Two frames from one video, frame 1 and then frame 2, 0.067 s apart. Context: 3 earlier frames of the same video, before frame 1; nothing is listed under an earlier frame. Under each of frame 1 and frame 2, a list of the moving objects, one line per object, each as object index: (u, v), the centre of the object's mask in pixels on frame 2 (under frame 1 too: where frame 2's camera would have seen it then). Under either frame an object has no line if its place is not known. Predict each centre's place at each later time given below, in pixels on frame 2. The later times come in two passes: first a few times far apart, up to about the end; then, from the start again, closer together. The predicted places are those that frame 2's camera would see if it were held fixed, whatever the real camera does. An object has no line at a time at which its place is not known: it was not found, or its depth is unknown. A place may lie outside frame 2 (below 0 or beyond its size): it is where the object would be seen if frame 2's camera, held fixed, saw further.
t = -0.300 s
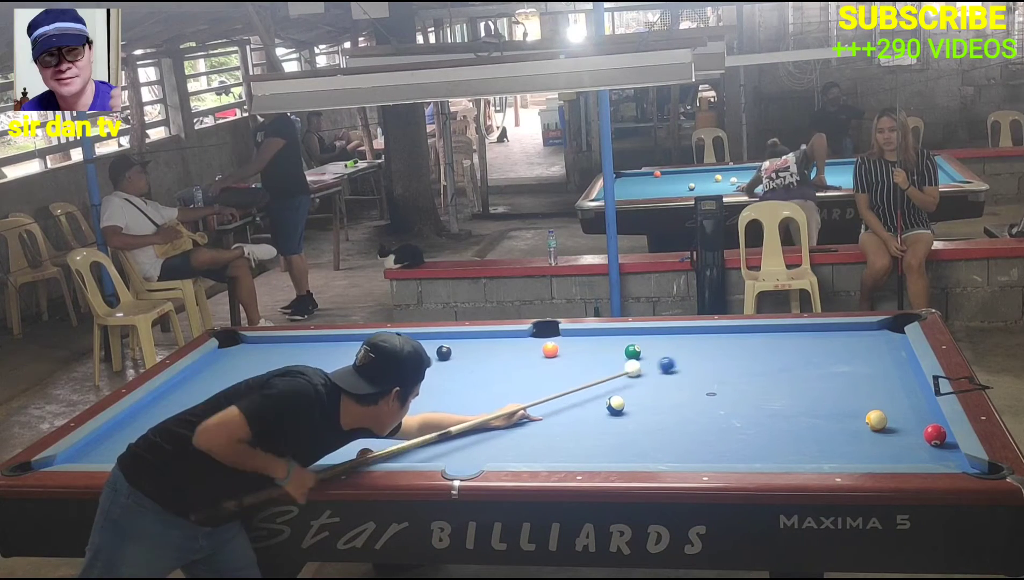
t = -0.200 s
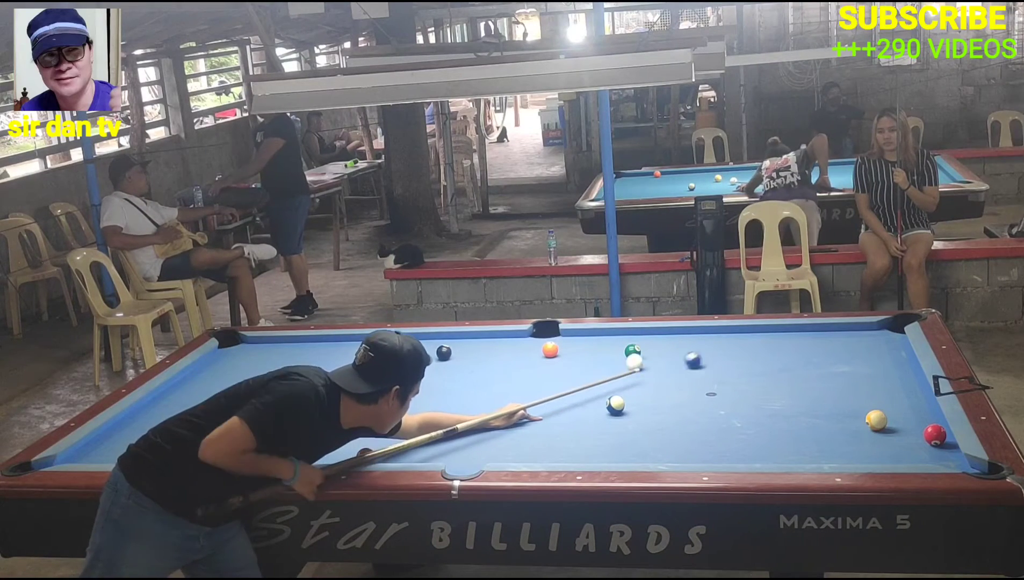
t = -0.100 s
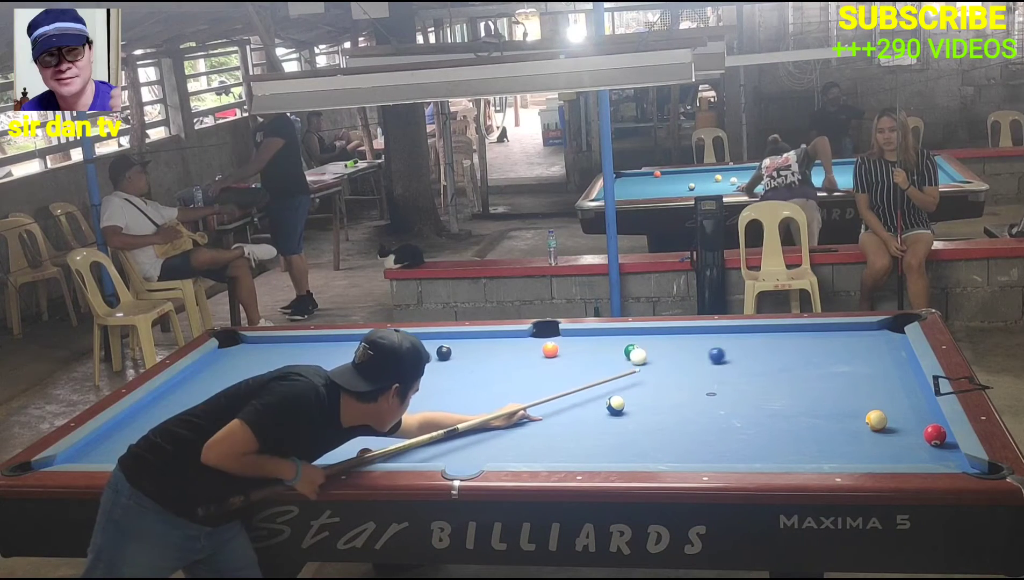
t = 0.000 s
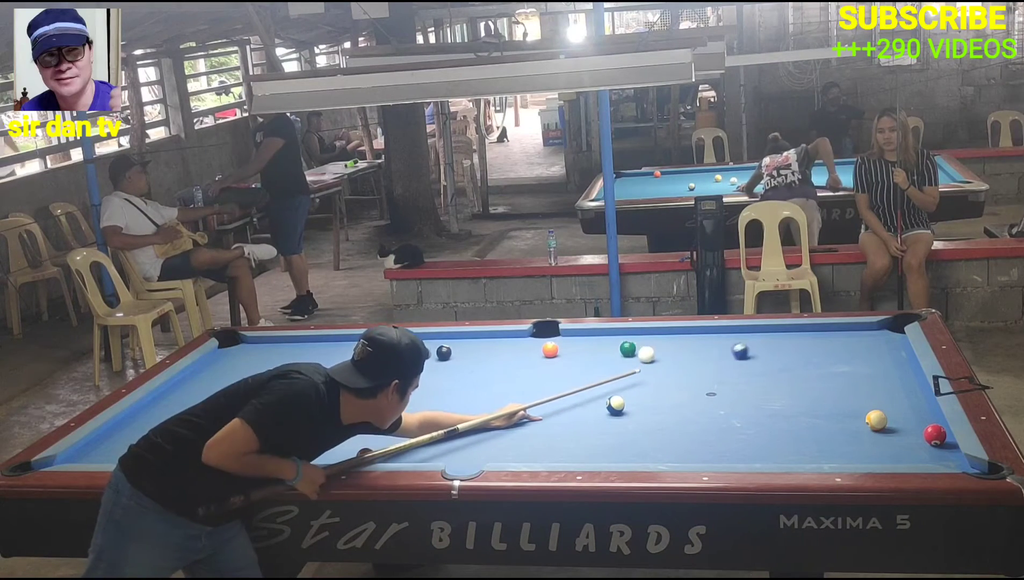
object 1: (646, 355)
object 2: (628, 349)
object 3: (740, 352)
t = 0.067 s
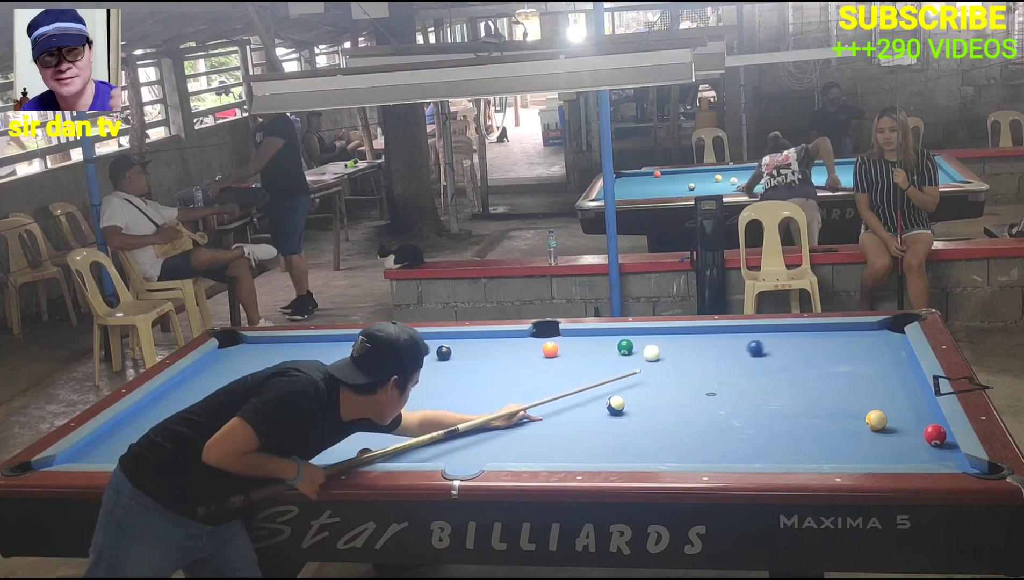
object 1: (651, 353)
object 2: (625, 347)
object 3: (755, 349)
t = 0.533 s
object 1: (684, 344)
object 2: (610, 336)
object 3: (856, 329)
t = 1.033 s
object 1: (713, 335)
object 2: (596, 337)
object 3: (879, 331)
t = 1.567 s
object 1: (740, 330)
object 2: (585, 342)
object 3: (844, 335)
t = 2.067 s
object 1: (771, 332)
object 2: (580, 345)
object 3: (817, 338)
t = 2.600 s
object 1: (798, 330)
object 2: (577, 347)
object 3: (796, 340)
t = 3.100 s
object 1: (816, 334)
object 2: (577, 347)
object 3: (781, 341)
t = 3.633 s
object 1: (828, 335)
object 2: (577, 347)
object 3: (774, 342)
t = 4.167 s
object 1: (833, 336)
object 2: (577, 348)
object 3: (773, 342)
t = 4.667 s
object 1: (833, 336)
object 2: (577, 348)
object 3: (773, 343)
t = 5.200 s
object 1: (833, 336)
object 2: (577, 348)
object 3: (773, 343)
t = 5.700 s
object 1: (833, 336)
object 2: (577, 348)
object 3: (773, 343)
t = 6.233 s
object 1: (833, 336)
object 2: (577, 348)
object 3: (773, 343)
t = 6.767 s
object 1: (833, 336)
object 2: (577, 348)
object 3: (773, 343)
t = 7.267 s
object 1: (833, 336)
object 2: (577, 348)
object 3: (773, 343)
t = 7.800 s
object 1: (833, 336)
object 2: (577, 348)
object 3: (773, 342)
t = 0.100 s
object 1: (654, 353)
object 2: (624, 346)
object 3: (763, 347)
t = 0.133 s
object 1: (656, 352)
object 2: (623, 345)
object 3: (770, 346)
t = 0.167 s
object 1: (659, 351)
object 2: (621, 344)
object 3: (778, 344)
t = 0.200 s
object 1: (661, 351)
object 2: (620, 344)
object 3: (785, 343)
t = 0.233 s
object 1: (663, 350)
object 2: (619, 342)
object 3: (793, 341)
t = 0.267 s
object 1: (666, 349)
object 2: (618, 342)
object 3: (800, 340)
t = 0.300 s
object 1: (668, 348)
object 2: (617, 341)
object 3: (807, 339)
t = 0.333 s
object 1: (670, 348)
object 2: (615, 341)
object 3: (813, 337)
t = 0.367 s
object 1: (673, 347)
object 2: (614, 340)
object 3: (821, 336)
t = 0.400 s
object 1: (675, 346)
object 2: (614, 339)
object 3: (828, 335)
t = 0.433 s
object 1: (677, 346)
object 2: (613, 338)
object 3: (835, 333)
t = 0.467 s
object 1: (679, 345)
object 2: (612, 337)
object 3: (842, 332)
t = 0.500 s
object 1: (682, 345)
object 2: (611, 336)
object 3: (848, 331)
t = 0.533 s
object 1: (684, 344)
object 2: (610, 336)
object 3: (856, 329)
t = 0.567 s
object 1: (686, 343)
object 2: (608, 335)
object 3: (862, 328)
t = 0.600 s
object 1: (688, 343)
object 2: (607, 334)
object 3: (869, 328)
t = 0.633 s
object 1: (690, 342)
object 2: (607, 334)
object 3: (873, 328)
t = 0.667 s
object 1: (692, 341)
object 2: (606, 333)
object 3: (876, 329)
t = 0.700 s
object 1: (694, 341)
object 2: (605, 333)
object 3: (882, 328)
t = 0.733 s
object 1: (696, 340)
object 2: (604, 333)
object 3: (886, 328)
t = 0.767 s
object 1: (698, 340)
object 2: (603, 334)
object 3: (890, 329)
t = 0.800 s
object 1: (700, 339)
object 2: (602, 334)
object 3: (893, 329)
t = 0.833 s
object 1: (702, 339)
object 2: (601, 335)
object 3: (895, 330)
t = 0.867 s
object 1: (704, 338)
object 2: (600, 335)
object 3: (892, 330)
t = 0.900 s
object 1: (706, 338)
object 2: (600, 335)
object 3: (889, 330)
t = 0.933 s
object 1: (708, 337)
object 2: (599, 335)
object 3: (887, 330)
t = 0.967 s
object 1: (710, 337)
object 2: (598, 336)
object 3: (885, 331)
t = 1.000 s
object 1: (712, 336)
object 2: (597, 336)
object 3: (882, 331)
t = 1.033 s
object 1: (713, 335)
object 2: (596, 337)
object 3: (879, 331)
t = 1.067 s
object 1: (715, 335)
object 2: (595, 337)
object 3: (877, 332)
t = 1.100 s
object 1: (717, 335)
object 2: (595, 338)
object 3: (875, 332)
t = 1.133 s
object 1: (719, 334)
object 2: (594, 338)
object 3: (873, 332)
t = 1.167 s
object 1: (720, 334)
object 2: (593, 339)
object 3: (870, 332)
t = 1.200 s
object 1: (722, 333)
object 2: (592, 339)
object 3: (867, 332)
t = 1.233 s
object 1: (724, 333)
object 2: (592, 339)
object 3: (865, 332)
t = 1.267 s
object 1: (726, 332)
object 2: (591, 339)
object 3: (863, 333)
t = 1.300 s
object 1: (727, 332)
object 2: (590, 339)
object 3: (860, 333)
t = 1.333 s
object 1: (729, 332)
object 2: (590, 340)
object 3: (858, 334)
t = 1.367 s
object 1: (730, 331)
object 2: (589, 340)
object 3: (856, 334)
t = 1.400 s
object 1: (732, 331)
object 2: (588, 341)
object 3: (854, 334)
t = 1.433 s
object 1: (733, 331)
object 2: (588, 341)
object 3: (852, 334)
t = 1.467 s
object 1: (735, 330)
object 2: (587, 341)
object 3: (850, 334)
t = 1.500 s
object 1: (736, 330)
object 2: (586, 341)
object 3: (848, 334)
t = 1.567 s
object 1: (740, 330)
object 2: (585, 342)
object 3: (844, 335)
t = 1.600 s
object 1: (743, 330)
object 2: (585, 342)
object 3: (842, 335)
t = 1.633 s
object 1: (745, 330)
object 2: (584, 342)
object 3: (840, 335)
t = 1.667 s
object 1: (747, 330)
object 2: (584, 342)
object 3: (838, 335)
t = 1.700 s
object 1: (749, 330)
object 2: (583, 343)
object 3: (836, 335)
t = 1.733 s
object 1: (751, 330)
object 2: (583, 343)
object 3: (833, 335)
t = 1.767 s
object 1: (753, 331)
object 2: (582, 343)
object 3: (832, 336)
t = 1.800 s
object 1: (756, 331)
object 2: (582, 343)
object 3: (830, 336)
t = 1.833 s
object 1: (758, 331)
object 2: (582, 344)
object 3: (828, 336)
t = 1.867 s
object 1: (760, 331)
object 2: (581, 344)
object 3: (826, 337)
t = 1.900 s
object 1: (762, 331)
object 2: (581, 344)
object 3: (825, 337)
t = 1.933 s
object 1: (764, 331)
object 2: (581, 344)
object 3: (823, 337)
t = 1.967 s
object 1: (766, 331)
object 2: (580, 345)
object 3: (822, 337)
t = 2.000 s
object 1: (767, 331)
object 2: (580, 345)
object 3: (820, 337)
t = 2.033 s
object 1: (769, 331)
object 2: (580, 345)
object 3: (818, 337)
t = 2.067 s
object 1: (771, 332)
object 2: (580, 345)
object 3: (817, 338)
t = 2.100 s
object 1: (773, 332)
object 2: (579, 345)
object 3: (815, 338)
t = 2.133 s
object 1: (775, 332)
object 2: (579, 345)
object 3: (814, 338)
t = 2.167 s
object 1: (777, 332)
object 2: (579, 346)
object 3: (812, 338)
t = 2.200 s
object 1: (779, 332)
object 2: (579, 346)
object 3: (811, 338)
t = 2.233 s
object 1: (780, 332)
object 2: (579, 346)
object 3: (809, 338)
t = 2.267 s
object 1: (782, 332)
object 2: (578, 346)
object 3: (808, 338)
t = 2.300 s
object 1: (784, 332)
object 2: (578, 346)
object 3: (807, 339)
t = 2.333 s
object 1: (785, 332)
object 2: (578, 346)
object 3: (806, 339)
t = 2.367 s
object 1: (787, 333)
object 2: (578, 346)
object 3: (804, 339)
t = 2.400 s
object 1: (788, 332)
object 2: (578, 346)
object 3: (803, 339)
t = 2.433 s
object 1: (789, 332)
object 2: (577, 347)
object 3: (802, 339)
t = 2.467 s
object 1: (790, 332)
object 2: (577, 347)
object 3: (800, 339)
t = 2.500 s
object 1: (791, 331)
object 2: (577, 347)
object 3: (799, 339)
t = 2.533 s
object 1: (793, 330)
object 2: (577, 347)
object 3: (798, 339)
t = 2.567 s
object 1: (796, 329)
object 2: (577, 347)
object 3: (797, 340)
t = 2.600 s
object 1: (798, 330)
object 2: (577, 347)
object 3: (796, 340)
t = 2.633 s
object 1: (801, 331)
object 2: (577, 347)
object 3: (794, 340)
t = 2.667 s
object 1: (802, 332)
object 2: (577, 347)
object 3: (793, 340)
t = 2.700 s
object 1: (803, 333)
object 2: (577, 347)
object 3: (792, 340)
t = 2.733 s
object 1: (804, 333)
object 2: (577, 347)
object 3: (791, 340)
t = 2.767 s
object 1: (805, 334)
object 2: (577, 347)
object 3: (790, 340)
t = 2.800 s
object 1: (806, 334)
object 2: (577, 347)
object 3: (789, 340)
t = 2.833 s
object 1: (807, 334)
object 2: (577, 347)
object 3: (788, 340)
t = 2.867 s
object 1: (809, 334)
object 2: (577, 347)
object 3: (787, 340)
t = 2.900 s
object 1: (810, 334)
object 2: (577, 347)
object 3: (786, 340)
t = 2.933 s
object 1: (811, 334)
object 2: (577, 347)
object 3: (785, 341)
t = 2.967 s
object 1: (812, 334)
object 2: (577, 347)
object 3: (784, 341)
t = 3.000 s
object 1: (813, 334)
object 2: (577, 347)
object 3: (784, 341)
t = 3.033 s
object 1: (814, 334)
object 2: (577, 347)
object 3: (783, 341)
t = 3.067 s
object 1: (815, 334)
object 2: (577, 347)
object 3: (782, 341)
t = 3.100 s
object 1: (816, 334)
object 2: (577, 347)
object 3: (781, 341)
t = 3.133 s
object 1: (817, 335)
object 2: (577, 347)
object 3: (781, 341)
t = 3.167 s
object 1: (818, 335)
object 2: (577, 347)
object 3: (780, 341)
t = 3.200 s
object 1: (819, 335)
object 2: (577, 347)
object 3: (779, 341)
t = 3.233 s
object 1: (820, 335)
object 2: (577, 347)
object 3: (779, 341)
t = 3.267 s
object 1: (821, 335)
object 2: (577, 347)
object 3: (778, 342)
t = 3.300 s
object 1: (822, 335)
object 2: (577, 347)
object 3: (778, 342)
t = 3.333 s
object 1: (822, 335)
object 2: (577, 347)
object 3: (777, 342)
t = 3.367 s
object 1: (823, 335)
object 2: (577, 347)
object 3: (777, 342)
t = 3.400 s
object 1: (824, 335)
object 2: (577, 347)
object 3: (776, 342)
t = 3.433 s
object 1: (825, 335)
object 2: (577, 347)
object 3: (776, 342)
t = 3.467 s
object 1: (825, 335)
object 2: (577, 347)
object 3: (776, 342)
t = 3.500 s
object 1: (826, 335)
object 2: (577, 347)
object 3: (775, 342)
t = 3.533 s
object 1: (826, 335)
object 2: (577, 347)
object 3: (775, 342)
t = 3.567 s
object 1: (827, 335)
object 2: (577, 347)
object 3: (775, 342)
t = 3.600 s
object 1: (828, 335)
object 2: (577, 347)
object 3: (775, 342)
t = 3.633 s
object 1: (828, 335)
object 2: (577, 347)
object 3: (774, 342)
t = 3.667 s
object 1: (829, 335)
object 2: (577, 347)
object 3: (774, 342)
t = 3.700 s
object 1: (829, 335)
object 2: (577, 347)
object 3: (774, 342)
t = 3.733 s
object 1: (830, 336)
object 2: (577, 347)
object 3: (774, 342)
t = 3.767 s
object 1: (830, 336)
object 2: (577, 347)
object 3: (774, 342)
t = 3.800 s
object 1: (831, 336)
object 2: (577, 347)
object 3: (774, 342)
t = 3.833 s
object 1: (831, 336)
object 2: (577, 347)
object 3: (773, 342)
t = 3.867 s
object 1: (831, 336)
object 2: (577, 347)
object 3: (773, 342)
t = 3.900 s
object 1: (832, 336)
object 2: (577, 347)
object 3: (773, 342)
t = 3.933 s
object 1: (832, 336)
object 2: (577, 347)
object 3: (773, 342)
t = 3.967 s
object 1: (832, 336)
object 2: (577, 347)
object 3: (773, 342)
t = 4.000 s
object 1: (833, 336)
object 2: (577, 347)
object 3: (773, 342)
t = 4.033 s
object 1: (833, 336)
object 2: (577, 347)
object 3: (773, 342)
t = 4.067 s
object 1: (833, 336)
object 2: (577, 347)
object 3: (773, 342)
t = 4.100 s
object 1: (833, 336)
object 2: (577, 347)
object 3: (773, 342)
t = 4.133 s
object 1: (833, 336)
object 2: (577, 347)
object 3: (773, 342)
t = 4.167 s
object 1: (833, 336)
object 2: (577, 348)
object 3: (773, 342)
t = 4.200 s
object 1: (833, 336)
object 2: (577, 348)
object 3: (773, 343)
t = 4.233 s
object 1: (833, 336)
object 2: (577, 348)
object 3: (773, 343)
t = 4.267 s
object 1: (833, 336)
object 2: (577, 348)
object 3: (773, 343)
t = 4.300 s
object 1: (833, 336)
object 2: (577, 348)
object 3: (773, 343)
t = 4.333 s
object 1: (833, 336)
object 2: (577, 348)
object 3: (773, 343)
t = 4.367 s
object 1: (833, 336)
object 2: (577, 348)
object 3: (773, 343)
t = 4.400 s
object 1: (833, 336)
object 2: (577, 348)
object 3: (773, 343)
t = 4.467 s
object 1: (833, 336)
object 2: (577, 348)
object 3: (773, 343)
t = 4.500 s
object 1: (833, 336)
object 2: (577, 348)
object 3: (773, 343)
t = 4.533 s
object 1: (833, 336)
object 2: (577, 348)
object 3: (773, 343)
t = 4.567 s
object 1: (833, 336)
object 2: (577, 348)
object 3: (773, 343)
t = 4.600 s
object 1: (833, 336)
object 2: (577, 348)
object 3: (773, 343)
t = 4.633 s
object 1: (833, 336)
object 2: (577, 348)
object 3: (773, 343)
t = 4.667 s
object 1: (833, 336)
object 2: (577, 348)
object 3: (773, 343)
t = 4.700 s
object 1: (833, 336)
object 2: (577, 348)
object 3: (773, 343)
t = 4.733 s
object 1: (833, 336)
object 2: (577, 348)
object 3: (773, 343)
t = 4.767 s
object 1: (833, 336)
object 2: (577, 348)
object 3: (773, 343)
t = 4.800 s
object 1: (833, 336)
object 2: (577, 348)
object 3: (773, 343)
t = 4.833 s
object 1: (833, 336)
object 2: (577, 348)
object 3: (773, 343)
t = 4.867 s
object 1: (833, 336)
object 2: (577, 348)
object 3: (773, 343)
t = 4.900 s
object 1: (833, 336)
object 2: (577, 348)
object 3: (773, 343)
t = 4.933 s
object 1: (833, 336)
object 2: (577, 348)
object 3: (773, 343)
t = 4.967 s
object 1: (833, 336)
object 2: (577, 348)
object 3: (773, 343)
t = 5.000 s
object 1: (833, 336)
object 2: (577, 348)
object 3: (773, 343)
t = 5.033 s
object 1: (833, 336)
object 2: (577, 348)
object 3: (773, 343)
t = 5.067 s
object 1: (833, 336)
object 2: (577, 348)
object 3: (773, 343)
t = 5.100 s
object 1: (833, 336)
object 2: (577, 348)
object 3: (773, 343)
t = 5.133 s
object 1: (833, 336)
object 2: (577, 348)
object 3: (773, 343)
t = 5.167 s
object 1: (833, 336)
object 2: (577, 348)
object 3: (773, 343)
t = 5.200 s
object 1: (833, 336)
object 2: (577, 348)
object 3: (773, 343)
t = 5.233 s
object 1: (833, 336)
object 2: (577, 348)
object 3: (773, 343)
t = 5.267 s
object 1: (833, 336)
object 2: (577, 348)
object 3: (773, 343)
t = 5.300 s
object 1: (833, 336)
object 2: (577, 348)
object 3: (773, 343)
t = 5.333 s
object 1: (833, 336)
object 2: (577, 348)
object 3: (773, 343)
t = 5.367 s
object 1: (833, 336)
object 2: (577, 348)
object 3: (773, 343)
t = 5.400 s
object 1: (833, 336)
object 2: (577, 348)
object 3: (773, 343)
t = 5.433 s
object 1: (833, 336)
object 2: (577, 348)
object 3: (773, 343)
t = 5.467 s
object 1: (833, 336)
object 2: (577, 348)
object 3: (773, 343)
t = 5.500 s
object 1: (833, 336)
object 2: (577, 348)
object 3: (773, 343)
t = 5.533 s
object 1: (833, 336)
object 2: (577, 348)
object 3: (773, 343)
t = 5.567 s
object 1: (833, 336)
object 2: (577, 348)
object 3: (773, 343)
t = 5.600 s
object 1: (833, 336)
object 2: (577, 348)
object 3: (773, 343)
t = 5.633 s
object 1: (833, 336)
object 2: (577, 348)
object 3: (773, 343)
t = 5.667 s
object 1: (833, 336)
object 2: (577, 348)
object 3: (773, 343)
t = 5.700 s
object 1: (833, 336)
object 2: (577, 348)
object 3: (773, 343)
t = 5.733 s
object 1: (833, 336)
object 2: (577, 348)
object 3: (773, 343)
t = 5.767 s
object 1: (833, 336)
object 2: (577, 348)
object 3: (773, 343)
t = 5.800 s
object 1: (833, 336)
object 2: (577, 348)
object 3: (773, 343)
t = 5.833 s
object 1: (833, 336)
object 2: (577, 348)
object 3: (773, 343)
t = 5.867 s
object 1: (833, 336)
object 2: (577, 348)
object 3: (773, 343)
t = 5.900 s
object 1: (833, 336)
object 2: (577, 348)
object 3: (773, 343)
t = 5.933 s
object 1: (833, 336)
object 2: (577, 348)
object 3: (773, 343)
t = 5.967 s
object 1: (833, 336)
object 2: (577, 348)
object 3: (773, 343)
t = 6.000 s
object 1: (833, 336)
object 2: (577, 348)
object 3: (773, 343)
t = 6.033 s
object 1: (833, 336)
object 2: (577, 348)
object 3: (773, 343)
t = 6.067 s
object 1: (833, 336)
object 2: (577, 348)
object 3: (773, 343)
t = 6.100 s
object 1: (833, 336)
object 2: (577, 348)
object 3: (773, 343)
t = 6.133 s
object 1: (833, 336)
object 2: (577, 348)
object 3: (773, 343)
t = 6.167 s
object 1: (833, 336)
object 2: (577, 348)
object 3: (773, 343)
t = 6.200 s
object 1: (833, 336)
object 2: (577, 348)
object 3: (773, 343)
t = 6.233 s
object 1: (833, 336)
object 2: (577, 348)
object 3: (773, 343)
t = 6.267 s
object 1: (833, 336)
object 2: (577, 348)
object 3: (773, 343)
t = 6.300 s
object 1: (833, 336)
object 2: (577, 348)
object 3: (773, 343)
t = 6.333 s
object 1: (833, 336)
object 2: (577, 348)
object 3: (773, 343)
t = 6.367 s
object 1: (833, 336)
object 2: (577, 348)
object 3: (773, 343)
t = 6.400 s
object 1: (833, 336)
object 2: (577, 348)
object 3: (773, 343)
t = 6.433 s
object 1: (833, 336)
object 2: (577, 348)
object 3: (773, 343)
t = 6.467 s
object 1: (833, 336)
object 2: (577, 348)
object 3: (773, 343)
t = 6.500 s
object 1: (833, 336)
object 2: (577, 348)
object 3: (773, 343)
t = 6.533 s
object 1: (833, 336)
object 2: (577, 348)
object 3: (773, 343)
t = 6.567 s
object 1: (833, 336)
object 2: (577, 348)
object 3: (773, 343)
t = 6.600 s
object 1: (833, 336)
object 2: (577, 348)
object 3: (773, 343)
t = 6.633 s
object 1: (833, 336)
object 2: (577, 348)
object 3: (773, 343)
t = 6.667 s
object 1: (833, 336)
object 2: (577, 348)
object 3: (773, 343)
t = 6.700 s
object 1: (833, 336)
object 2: (577, 348)
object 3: (773, 343)
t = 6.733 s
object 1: (833, 336)
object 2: (577, 348)
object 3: (773, 343)
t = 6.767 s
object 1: (833, 336)
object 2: (577, 348)
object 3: (773, 343)
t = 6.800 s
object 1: (833, 336)
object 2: (577, 348)
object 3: (773, 343)
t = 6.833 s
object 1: (833, 336)
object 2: (577, 348)
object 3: (773, 343)
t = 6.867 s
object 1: (833, 336)
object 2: (577, 348)
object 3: (773, 343)
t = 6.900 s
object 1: (833, 336)
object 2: (577, 348)
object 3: (773, 343)
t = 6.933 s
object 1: (833, 336)
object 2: (577, 348)
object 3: (773, 343)
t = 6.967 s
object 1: (833, 336)
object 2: (577, 348)
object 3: (773, 343)
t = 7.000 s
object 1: (833, 336)
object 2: (577, 348)
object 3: (773, 343)
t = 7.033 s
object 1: (833, 336)
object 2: (577, 348)
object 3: (773, 343)
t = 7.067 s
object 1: (833, 336)
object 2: (577, 348)
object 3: (773, 343)
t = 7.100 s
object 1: (833, 336)
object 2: (577, 348)
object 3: (773, 343)
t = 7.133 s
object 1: (833, 336)
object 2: (577, 348)
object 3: (773, 343)
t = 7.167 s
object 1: (833, 336)
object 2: (577, 348)
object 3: (773, 343)
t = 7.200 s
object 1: (833, 336)
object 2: (577, 348)
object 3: (773, 343)
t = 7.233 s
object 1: (833, 336)
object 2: (577, 348)
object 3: (773, 343)
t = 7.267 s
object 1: (833, 336)
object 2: (577, 348)
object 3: (773, 343)
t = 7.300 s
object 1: (833, 336)
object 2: (577, 348)
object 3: (773, 343)
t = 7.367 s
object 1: (833, 336)
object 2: (577, 348)
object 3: (773, 343)
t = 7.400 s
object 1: (833, 336)
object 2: (577, 348)
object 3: (773, 343)
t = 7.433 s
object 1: (833, 336)
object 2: (577, 348)
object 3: (773, 343)
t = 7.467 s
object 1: (833, 336)
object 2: (577, 348)
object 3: (773, 343)
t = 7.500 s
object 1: (833, 336)
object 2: (577, 348)
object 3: (773, 343)
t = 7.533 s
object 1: (833, 336)
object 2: (577, 348)
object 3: (773, 343)
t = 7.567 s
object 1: (833, 336)
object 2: (577, 348)
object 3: (773, 343)
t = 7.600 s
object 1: (833, 336)
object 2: (577, 348)
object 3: (773, 343)
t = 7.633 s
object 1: (833, 336)
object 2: (577, 348)
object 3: (773, 343)
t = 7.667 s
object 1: (833, 336)
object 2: (577, 348)
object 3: (773, 343)
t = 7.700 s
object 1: (833, 336)
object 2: (577, 348)
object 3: (773, 342)
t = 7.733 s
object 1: (833, 336)
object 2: (577, 348)
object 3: (773, 342)
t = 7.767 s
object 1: (833, 336)
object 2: (577, 348)
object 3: (773, 343)
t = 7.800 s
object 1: (833, 336)
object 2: (577, 348)
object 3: (773, 342)
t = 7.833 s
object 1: (833, 336)
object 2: (577, 348)
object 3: (773, 342)
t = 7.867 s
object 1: (833, 336)
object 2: (577, 348)
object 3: (773, 342)
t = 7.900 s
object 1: (833, 336)
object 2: (577, 348)
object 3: (773, 342)
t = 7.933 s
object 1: (833, 336)
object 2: (577, 348)
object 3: (773, 342)
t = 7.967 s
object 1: (833, 336)
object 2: (577, 348)
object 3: (773, 342)
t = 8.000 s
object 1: (833, 336)
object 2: (577, 348)
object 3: (773, 342)
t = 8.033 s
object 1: (833, 336)
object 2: (577, 348)
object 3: (773, 342)
